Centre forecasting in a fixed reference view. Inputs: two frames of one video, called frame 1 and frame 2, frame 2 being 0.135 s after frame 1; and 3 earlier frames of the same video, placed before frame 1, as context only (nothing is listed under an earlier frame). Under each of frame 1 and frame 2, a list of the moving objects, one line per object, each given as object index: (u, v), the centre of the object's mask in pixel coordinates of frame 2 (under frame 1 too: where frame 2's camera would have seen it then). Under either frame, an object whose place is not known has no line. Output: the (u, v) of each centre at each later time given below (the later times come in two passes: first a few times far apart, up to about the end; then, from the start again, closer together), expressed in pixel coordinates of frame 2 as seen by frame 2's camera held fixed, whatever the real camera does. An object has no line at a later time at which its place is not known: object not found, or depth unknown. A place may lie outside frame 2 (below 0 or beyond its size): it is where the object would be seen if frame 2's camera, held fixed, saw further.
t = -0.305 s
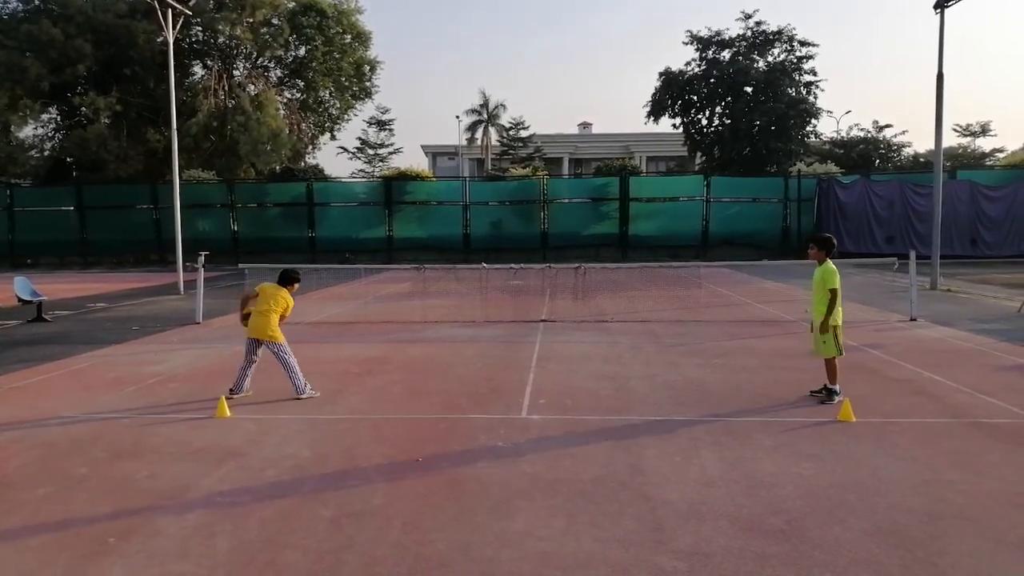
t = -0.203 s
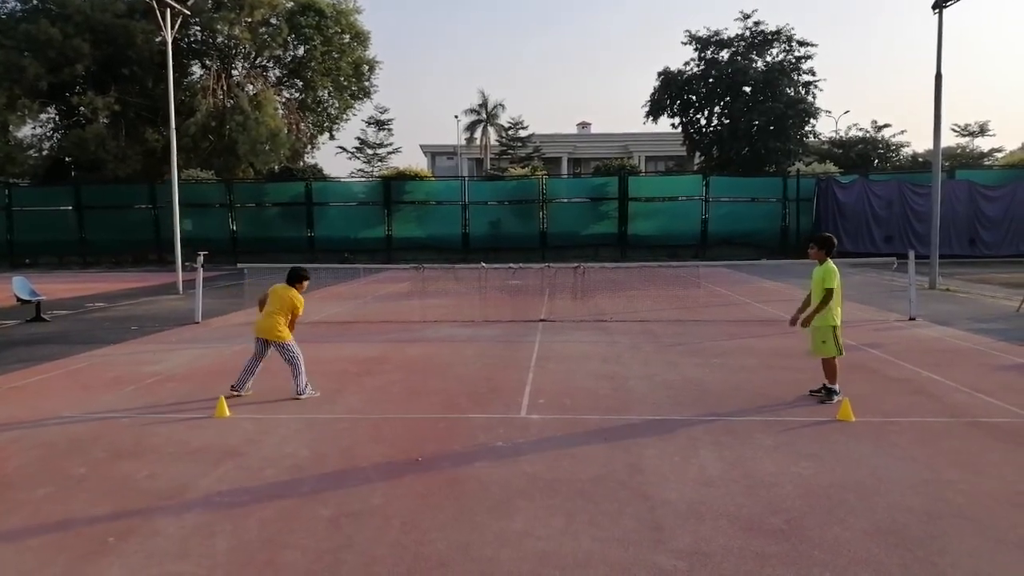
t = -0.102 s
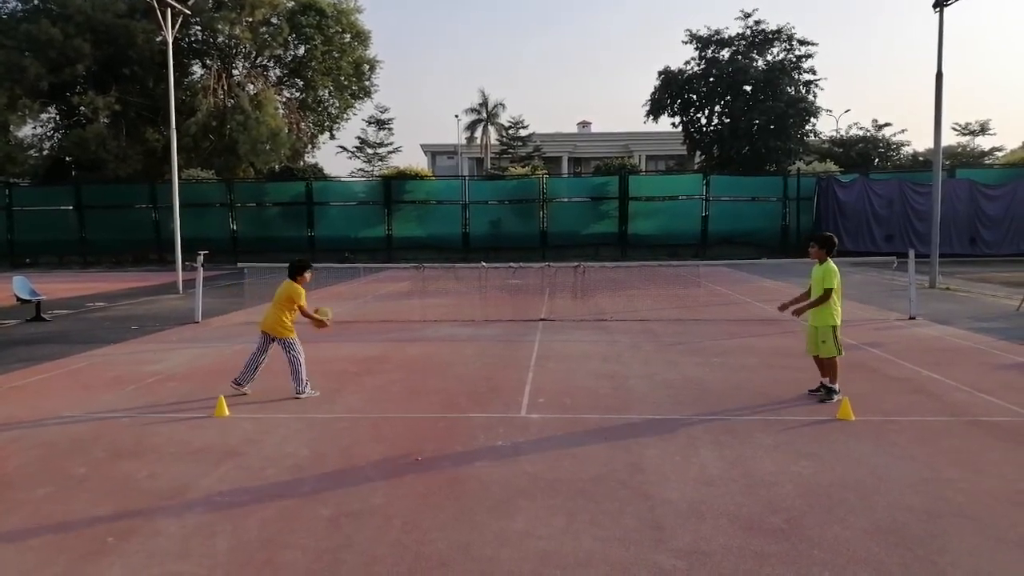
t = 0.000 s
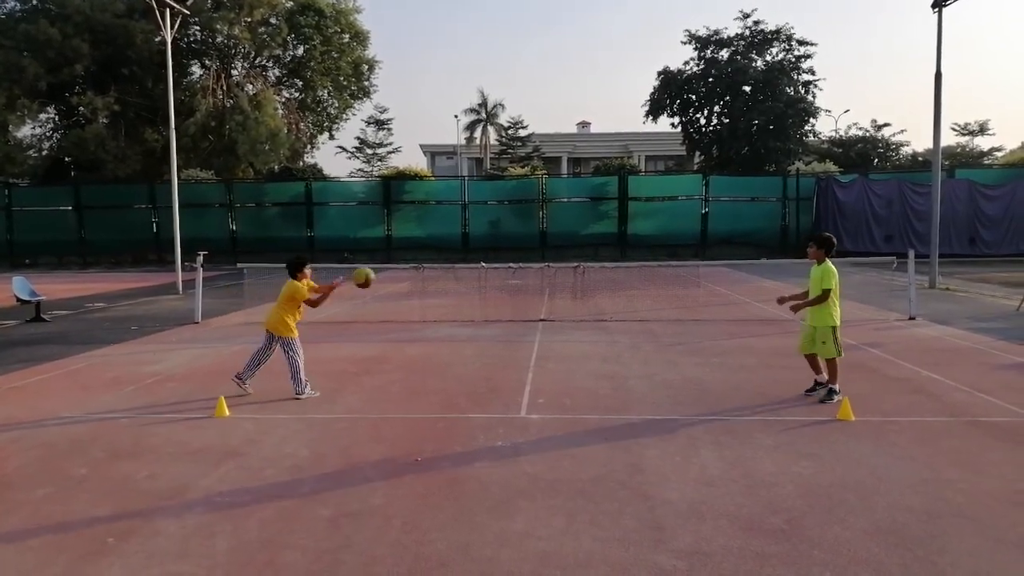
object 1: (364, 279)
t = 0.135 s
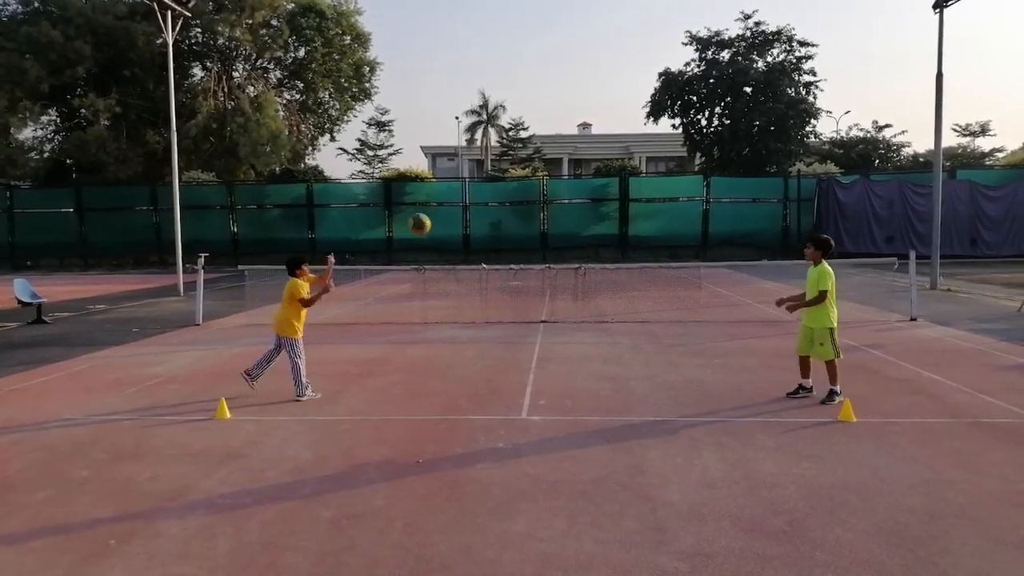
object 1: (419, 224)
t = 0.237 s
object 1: (464, 196)
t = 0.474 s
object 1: (569, 166)
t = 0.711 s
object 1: (689, 203)
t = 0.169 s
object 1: (434, 214)
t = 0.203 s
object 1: (449, 204)
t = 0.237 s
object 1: (464, 196)
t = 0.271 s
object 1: (478, 189)
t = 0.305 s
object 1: (492, 183)
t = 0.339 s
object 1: (507, 178)
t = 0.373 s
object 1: (521, 173)
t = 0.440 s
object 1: (552, 167)
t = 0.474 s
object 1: (569, 166)
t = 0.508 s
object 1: (586, 167)
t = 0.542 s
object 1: (603, 169)
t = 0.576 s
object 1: (621, 173)
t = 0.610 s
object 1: (637, 179)
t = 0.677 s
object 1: (671, 194)
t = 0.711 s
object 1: (689, 203)
